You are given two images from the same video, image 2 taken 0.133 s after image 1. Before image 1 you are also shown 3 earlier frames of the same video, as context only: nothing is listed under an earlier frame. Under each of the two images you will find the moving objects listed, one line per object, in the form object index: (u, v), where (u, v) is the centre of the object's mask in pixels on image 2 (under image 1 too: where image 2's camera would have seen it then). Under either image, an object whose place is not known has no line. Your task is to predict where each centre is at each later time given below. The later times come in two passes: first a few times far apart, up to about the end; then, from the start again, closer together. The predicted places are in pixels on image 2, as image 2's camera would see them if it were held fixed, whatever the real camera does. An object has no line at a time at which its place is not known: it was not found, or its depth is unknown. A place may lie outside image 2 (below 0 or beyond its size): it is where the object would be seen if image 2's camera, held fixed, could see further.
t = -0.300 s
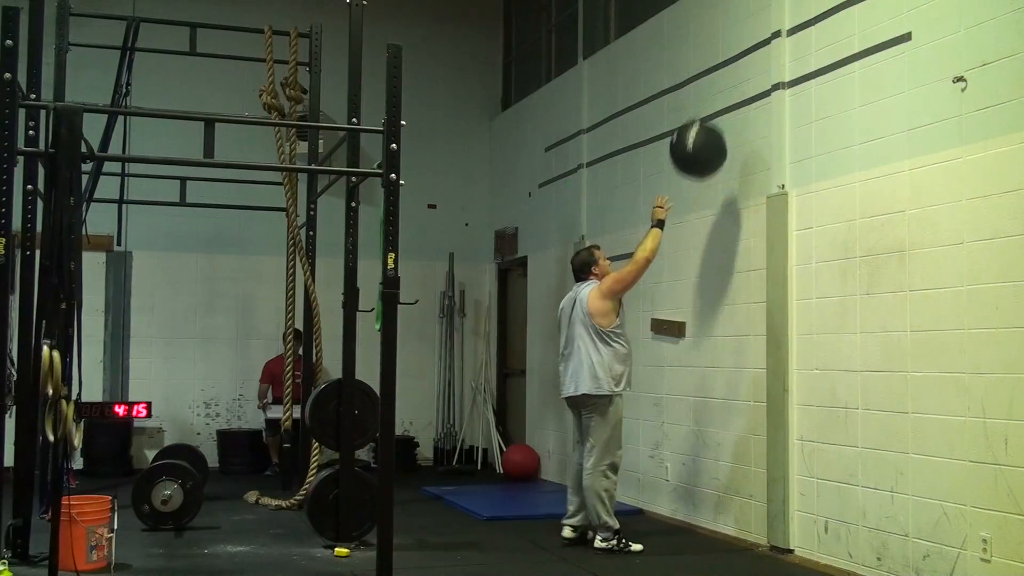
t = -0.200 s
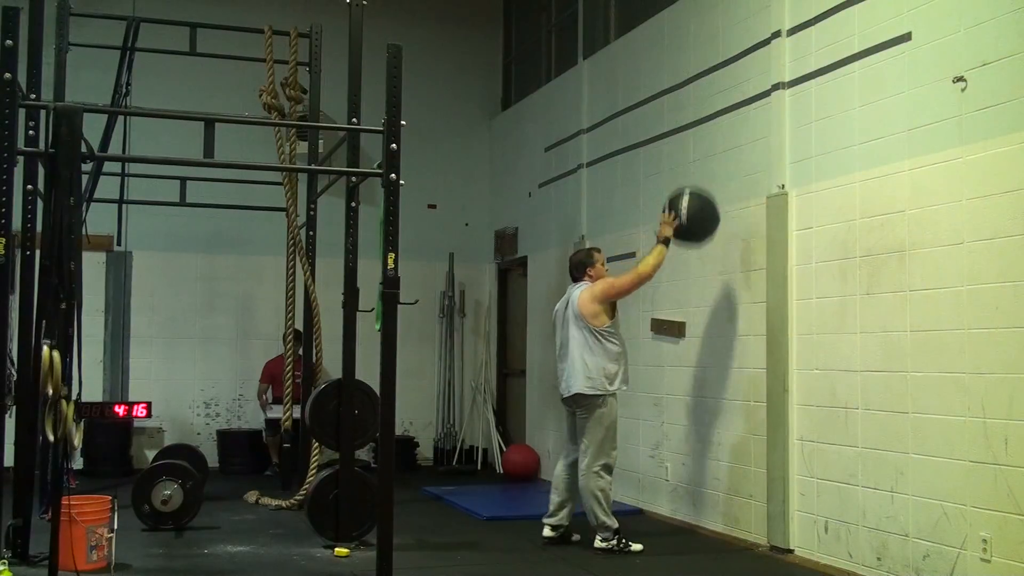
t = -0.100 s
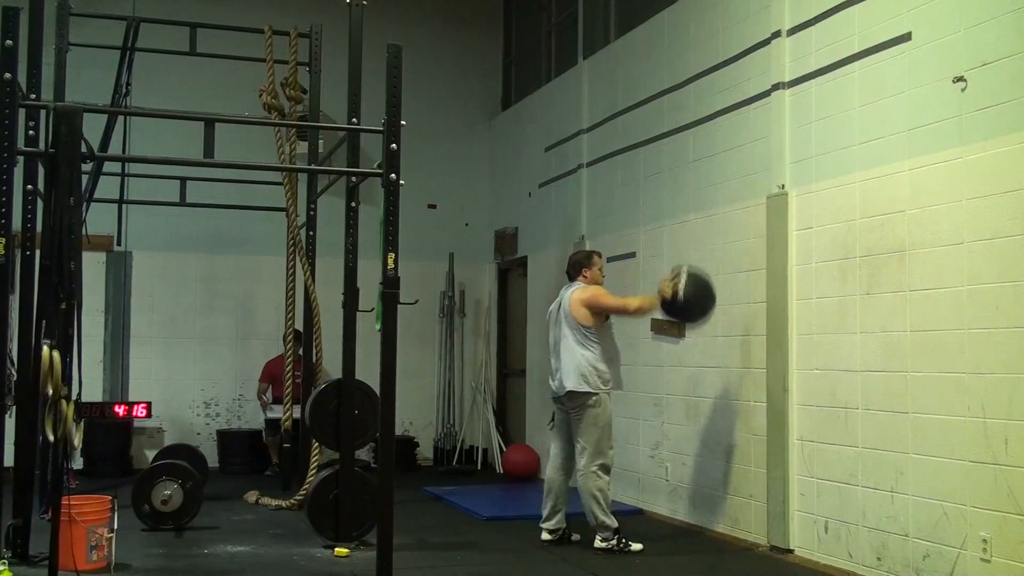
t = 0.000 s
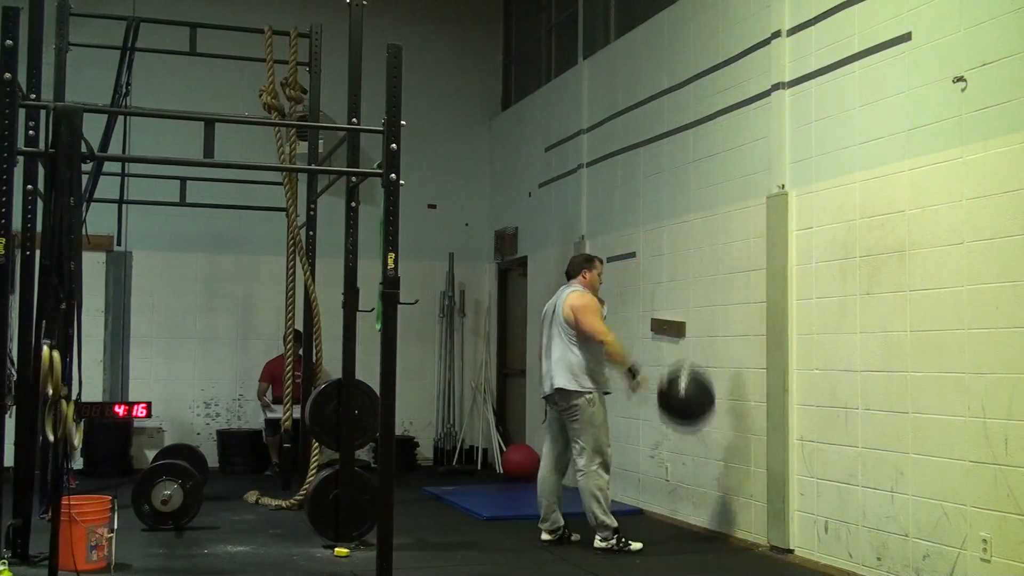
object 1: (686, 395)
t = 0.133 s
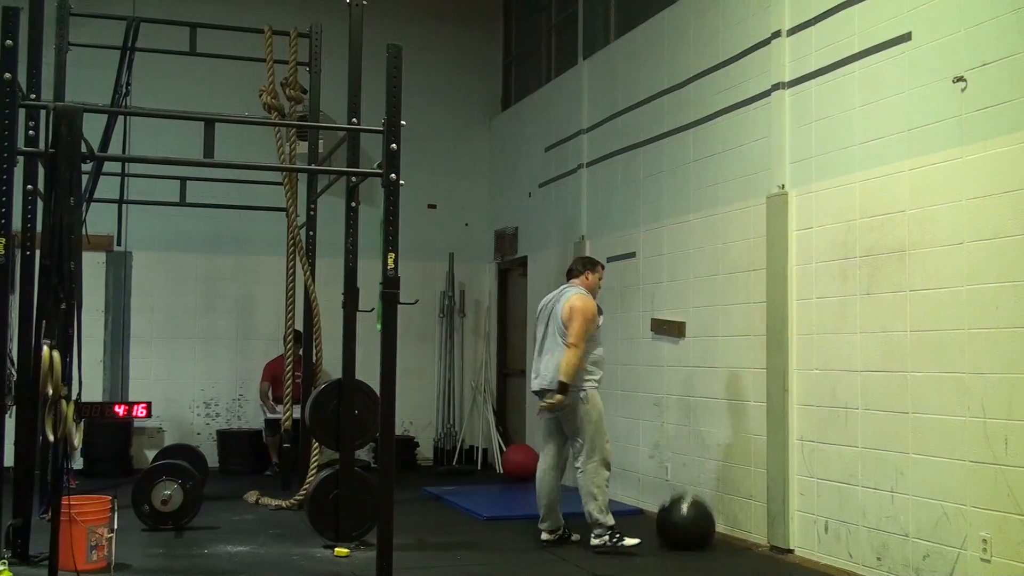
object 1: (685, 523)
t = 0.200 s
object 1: (688, 489)
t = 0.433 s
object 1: (695, 427)
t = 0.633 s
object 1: (702, 441)
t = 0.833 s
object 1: (708, 519)
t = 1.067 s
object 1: (708, 490)
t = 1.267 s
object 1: (708, 521)
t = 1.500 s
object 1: (707, 519)
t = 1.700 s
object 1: (705, 520)
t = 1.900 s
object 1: (704, 520)
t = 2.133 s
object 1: (703, 520)
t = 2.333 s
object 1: (704, 520)
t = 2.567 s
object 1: (704, 520)
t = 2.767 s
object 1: (704, 520)
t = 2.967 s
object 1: (704, 520)
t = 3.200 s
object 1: (704, 520)
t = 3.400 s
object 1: (704, 520)
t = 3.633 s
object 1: (704, 520)
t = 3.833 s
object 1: (704, 520)
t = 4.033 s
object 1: (704, 520)
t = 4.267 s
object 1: (704, 520)
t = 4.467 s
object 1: (704, 520)
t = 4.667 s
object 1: (704, 520)
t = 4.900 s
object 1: (704, 520)
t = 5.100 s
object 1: (704, 520)
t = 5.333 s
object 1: (704, 520)
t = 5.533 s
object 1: (704, 520)
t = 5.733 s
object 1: (704, 520)
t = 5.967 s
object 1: (704, 520)
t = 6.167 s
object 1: (704, 520)
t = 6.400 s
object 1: (704, 520)
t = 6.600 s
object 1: (704, 520)
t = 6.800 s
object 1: (704, 520)
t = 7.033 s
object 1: (704, 520)
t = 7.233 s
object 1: (704, 520)
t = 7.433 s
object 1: (704, 520)
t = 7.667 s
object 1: (704, 520)
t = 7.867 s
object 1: (704, 520)
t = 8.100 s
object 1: (704, 520)
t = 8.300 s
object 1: (704, 520)
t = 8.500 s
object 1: (704, 520)
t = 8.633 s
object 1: (704, 520)
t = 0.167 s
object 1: (686, 506)
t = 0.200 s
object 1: (688, 489)
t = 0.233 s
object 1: (689, 475)
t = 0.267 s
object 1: (690, 463)
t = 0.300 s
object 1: (691, 452)
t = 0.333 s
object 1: (692, 444)
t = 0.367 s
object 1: (693, 436)
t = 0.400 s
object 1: (694, 431)
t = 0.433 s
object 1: (695, 427)
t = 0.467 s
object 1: (696, 425)
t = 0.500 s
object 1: (697, 425)
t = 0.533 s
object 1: (698, 426)
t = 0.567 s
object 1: (699, 430)
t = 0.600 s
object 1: (701, 435)
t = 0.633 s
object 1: (702, 441)
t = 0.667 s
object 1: (703, 450)
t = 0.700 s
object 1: (704, 460)
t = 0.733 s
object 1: (705, 472)
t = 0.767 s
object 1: (706, 486)
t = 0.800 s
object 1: (707, 501)
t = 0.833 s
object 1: (708, 519)
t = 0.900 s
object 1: (708, 511)
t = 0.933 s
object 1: (708, 503)
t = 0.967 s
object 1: (708, 497)
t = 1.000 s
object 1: (708, 493)
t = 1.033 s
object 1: (708, 491)
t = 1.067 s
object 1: (708, 490)
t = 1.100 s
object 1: (708, 491)
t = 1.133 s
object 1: (708, 494)
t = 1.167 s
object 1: (708, 499)
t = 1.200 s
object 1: (708, 505)
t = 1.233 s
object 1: (707, 515)
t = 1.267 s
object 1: (708, 521)
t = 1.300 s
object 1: (708, 519)
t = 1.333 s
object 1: (707, 516)
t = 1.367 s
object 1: (707, 512)
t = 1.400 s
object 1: (707, 512)
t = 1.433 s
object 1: (707, 512)
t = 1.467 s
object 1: (707, 516)
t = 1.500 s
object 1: (707, 519)
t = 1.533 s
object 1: (706, 521)
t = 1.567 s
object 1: (706, 519)
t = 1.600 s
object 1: (706, 518)
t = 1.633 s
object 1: (706, 518)
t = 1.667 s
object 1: (706, 520)
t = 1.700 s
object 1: (705, 520)
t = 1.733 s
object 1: (705, 520)
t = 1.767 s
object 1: (705, 520)
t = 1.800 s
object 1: (704, 520)
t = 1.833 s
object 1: (704, 520)
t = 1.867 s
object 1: (704, 520)
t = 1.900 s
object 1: (704, 520)
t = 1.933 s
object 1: (703, 520)
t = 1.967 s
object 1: (703, 520)
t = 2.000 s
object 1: (703, 520)
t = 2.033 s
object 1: (703, 520)
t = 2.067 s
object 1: (703, 520)
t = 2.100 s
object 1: (703, 520)
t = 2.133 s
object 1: (703, 520)
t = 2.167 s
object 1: (703, 520)
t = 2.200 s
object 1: (703, 520)
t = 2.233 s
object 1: (703, 520)
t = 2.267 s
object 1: (703, 520)
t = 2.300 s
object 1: (703, 520)
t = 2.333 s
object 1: (704, 520)
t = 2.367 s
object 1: (704, 520)
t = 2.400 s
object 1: (704, 520)
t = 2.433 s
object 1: (704, 520)
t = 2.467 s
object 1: (704, 520)
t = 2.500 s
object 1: (704, 520)
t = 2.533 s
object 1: (704, 520)
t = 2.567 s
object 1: (704, 520)
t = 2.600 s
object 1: (704, 520)
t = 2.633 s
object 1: (704, 520)
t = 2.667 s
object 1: (704, 520)
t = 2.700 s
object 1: (704, 520)
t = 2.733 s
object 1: (704, 520)
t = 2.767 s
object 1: (704, 520)
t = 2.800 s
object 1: (704, 520)
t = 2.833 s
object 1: (704, 520)
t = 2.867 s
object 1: (704, 520)
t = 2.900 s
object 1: (704, 520)
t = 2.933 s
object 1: (704, 520)
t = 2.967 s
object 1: (704, 520)
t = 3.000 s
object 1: (704, 520)
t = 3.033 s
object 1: (704, 520)
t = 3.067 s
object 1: (704, 520)
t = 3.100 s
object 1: (704, 520)
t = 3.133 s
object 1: (704, 520)
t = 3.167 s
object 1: (704, 520)
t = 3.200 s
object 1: (704, 520)
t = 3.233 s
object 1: (704, 520)
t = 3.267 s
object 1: (704, 520)
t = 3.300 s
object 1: (704, 520)
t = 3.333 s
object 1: (704, 520)
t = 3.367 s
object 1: (704, 520)
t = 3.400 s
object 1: (704, 520)
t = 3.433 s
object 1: (704, 520)
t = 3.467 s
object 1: (704, 520)
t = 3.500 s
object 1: (704, 520)
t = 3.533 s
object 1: (704, 520)
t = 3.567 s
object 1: (704, 520)
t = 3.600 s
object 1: (704, 520)
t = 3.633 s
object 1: (704, 520)
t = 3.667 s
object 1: (704, 520)
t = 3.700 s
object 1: (704, 520)
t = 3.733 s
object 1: (704, 520)
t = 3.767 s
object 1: (704, 520)
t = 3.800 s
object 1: (704, 520)
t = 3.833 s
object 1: (704, 520)
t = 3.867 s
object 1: (704, 520)
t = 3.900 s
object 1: (704, 520)
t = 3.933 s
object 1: (704, 520)
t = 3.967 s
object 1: (704, 520)
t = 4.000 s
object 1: (704, 520)
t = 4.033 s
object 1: (704, 520)
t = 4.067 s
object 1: (704, 520)
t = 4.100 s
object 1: (704, 520)
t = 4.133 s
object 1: (704, 520)
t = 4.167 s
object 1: (704, 520)
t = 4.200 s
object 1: (704, 520)
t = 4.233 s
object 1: (704, 520)
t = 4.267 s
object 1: (704, 520)
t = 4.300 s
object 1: (704, 520)
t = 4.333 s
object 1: (704, 520)
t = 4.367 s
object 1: (704, 520)
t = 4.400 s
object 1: (704, 520)
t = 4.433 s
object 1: (704, 520)
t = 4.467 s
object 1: (704, 520)
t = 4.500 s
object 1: (704, 520)
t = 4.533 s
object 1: (704, 520)
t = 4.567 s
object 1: (704, 520)
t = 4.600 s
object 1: (704, 520)
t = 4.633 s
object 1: (704, 520)
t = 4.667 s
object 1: (704, 520)
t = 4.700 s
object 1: (704, 520)
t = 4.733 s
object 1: (704, 520)
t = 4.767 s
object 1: (704, 520)
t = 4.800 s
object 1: (704, 520)
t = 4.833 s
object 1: (704, 520)
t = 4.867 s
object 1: (704, 520)
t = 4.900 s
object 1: (704, 520)
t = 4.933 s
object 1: (704, 520)
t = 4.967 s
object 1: (704, 520)
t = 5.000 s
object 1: (704, 520)
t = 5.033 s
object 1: (704, 520)
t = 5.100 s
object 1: (704, 520)
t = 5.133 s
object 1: (704, 520)
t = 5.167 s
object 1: (704, 520)
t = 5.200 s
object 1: (704, 520)
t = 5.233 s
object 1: (704, 520)
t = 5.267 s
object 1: (704, 520)
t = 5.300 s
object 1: (704, 520)
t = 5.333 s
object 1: (704, 520)
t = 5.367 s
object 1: (704, 520)
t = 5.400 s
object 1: (704, 520)
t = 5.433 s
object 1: (704, 520)
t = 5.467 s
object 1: (704, 520)
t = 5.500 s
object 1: (704, 520)
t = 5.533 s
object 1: (704, 520)
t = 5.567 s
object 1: (704, 520)
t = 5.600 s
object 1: (704, 520)
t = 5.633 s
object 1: (704, 520)
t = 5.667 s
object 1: (704, 520)
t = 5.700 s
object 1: (704, 520)
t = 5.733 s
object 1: (704, 520)
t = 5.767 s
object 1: (704, 520)
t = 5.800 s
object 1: (704, 520)
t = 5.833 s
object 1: (704, 520)
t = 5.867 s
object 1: (704, 520)
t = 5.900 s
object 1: (704, 520)
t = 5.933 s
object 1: (704, 520)
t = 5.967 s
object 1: (704, 520)
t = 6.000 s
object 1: (704, 520)
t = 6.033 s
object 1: (704, 520)
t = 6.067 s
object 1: (704, 520)
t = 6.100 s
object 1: (704, 520)
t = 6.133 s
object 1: (704, 520)
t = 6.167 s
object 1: (704, 520)
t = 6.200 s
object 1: (704, 520)
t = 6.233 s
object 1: (704, 520)
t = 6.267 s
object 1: (704, 520)
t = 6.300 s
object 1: (704, 520)
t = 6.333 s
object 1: (704, 520)
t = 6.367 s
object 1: (704, 520)
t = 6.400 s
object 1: (704, 520)
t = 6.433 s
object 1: (704, 520)
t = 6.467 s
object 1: (704, 520)
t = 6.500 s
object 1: (704, 520)
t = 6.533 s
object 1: (704, 520)
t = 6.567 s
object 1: (704, 520)
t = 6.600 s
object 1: (704, 520)
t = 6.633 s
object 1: (704, 520)
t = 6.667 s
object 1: (704, 520)
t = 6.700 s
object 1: (704, 520)
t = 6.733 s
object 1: (704, 520)
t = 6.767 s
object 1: (704, 520)
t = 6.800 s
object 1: (704, 520)
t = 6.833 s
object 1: (704, 520)
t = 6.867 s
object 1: (704, 520)
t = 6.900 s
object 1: (704, 520)
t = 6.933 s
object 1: (704, 520)
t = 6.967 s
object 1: (704, 520)
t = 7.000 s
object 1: (704, 520)
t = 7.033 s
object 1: (704, 520)
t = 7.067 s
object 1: (704, 520)
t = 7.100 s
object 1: (704, 520)
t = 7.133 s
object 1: (704, 520)
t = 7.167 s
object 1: (704, 520)
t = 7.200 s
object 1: (704, 520)
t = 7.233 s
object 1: (704, 520)
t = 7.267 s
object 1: (704, 520)
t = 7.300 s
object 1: (704, 520)
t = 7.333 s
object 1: (704, 520)
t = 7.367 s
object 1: (704, 520)
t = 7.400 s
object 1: (704, 520)
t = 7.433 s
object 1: (704, 520)
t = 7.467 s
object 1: (704, 520)
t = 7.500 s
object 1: (704, 520)
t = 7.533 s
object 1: (704, 520)
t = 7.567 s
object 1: (704, 520)
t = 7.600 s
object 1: (704, 520)
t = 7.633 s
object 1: (704, 520)
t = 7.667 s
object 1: (704, 520)
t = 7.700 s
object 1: (704, 520)
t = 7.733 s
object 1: (704, 520)
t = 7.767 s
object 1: (704, 520)
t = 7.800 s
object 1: (704, 520)
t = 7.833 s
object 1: (704, 520)
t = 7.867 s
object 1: (704, 520)
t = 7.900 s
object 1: (704, 520)
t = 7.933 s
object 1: (704, 520)
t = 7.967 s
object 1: (704, 520)
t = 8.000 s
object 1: (704, 520)
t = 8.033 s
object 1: (704, 520)
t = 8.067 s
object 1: (704, 520)
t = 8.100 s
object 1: (704, 520)
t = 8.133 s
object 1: (704, 520)
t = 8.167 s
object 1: (704, 520)
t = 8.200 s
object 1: (704, 520)
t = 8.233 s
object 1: (704, 520)
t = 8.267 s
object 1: (704, 520)
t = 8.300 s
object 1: (704, 520)
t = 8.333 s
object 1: (704, 520)
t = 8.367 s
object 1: (704, 520)
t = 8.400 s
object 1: (704, 520)
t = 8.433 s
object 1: (704, 520)
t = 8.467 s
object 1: (704, 520)
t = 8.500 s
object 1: (704, 520)
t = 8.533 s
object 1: (704, 520)
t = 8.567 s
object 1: (704, 520)
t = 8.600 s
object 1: (704, 520)
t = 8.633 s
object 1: (704, 520)
